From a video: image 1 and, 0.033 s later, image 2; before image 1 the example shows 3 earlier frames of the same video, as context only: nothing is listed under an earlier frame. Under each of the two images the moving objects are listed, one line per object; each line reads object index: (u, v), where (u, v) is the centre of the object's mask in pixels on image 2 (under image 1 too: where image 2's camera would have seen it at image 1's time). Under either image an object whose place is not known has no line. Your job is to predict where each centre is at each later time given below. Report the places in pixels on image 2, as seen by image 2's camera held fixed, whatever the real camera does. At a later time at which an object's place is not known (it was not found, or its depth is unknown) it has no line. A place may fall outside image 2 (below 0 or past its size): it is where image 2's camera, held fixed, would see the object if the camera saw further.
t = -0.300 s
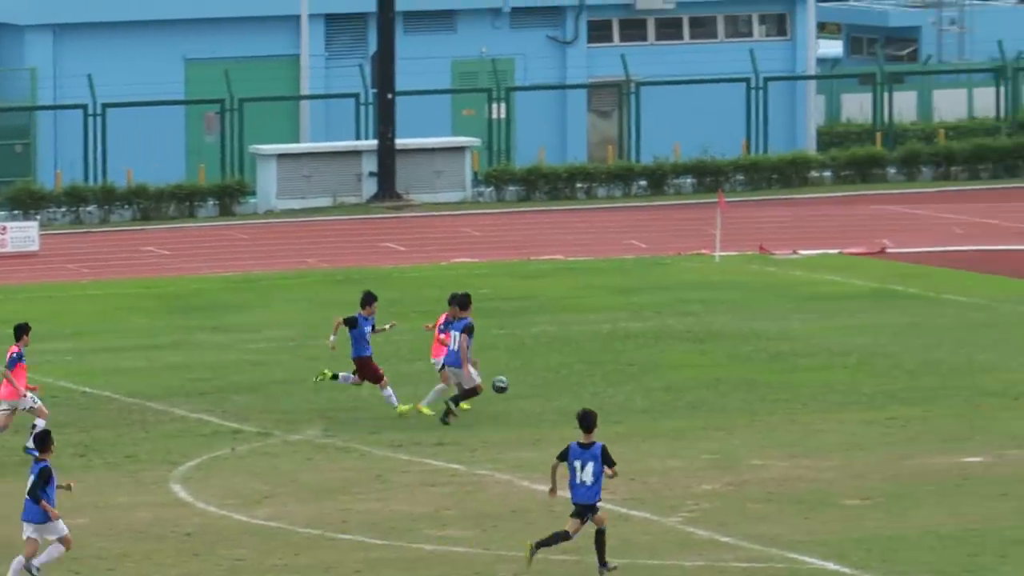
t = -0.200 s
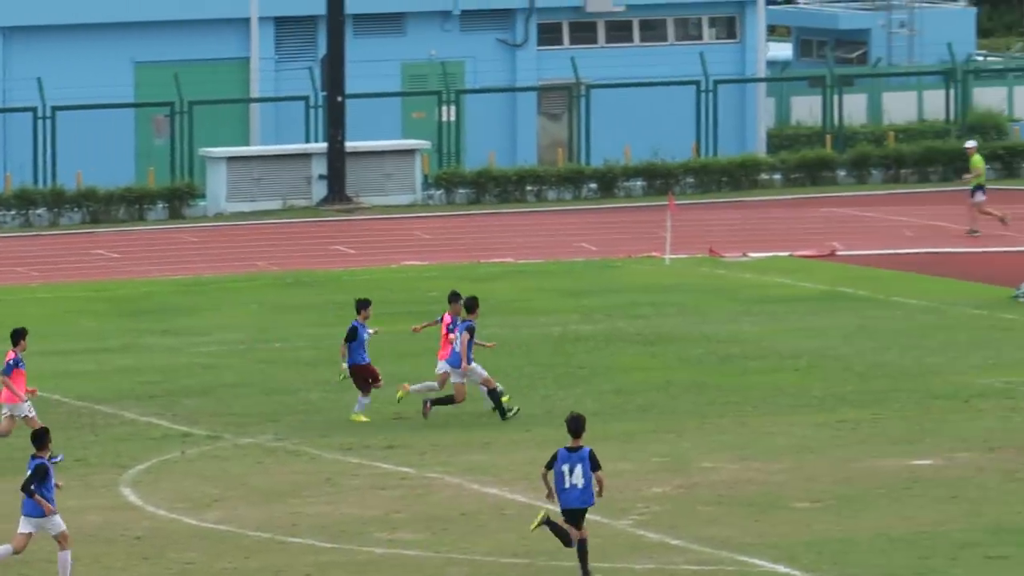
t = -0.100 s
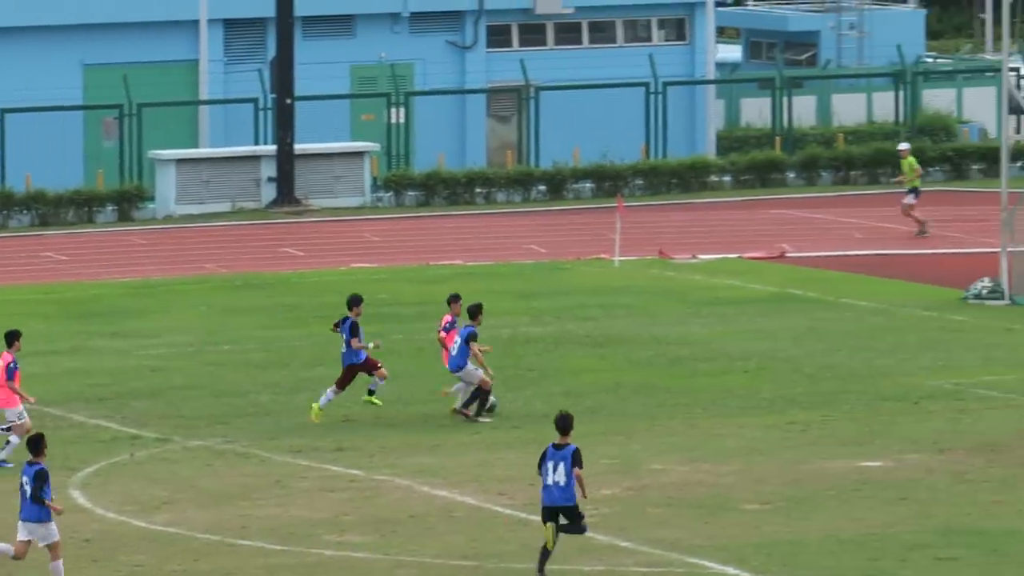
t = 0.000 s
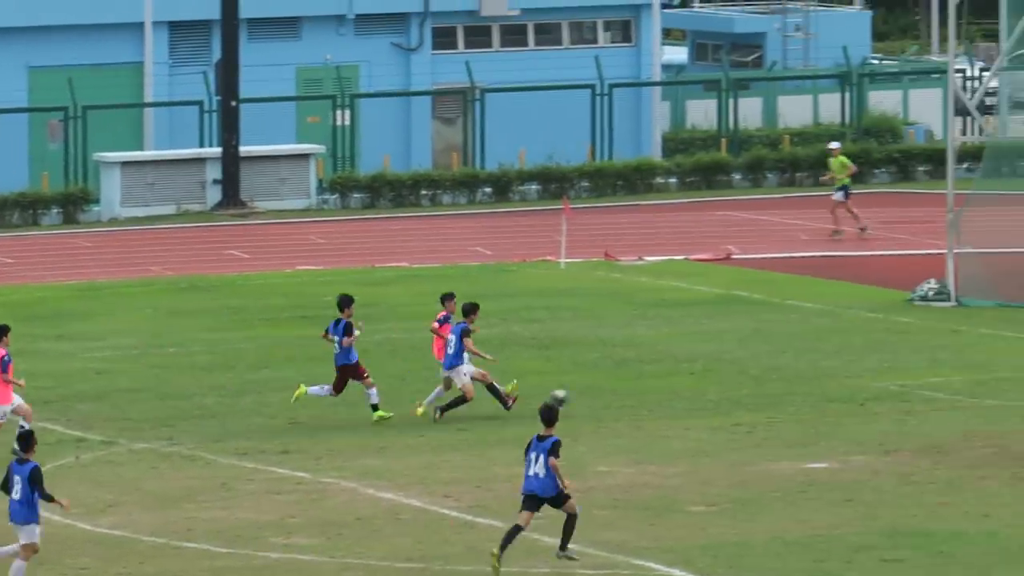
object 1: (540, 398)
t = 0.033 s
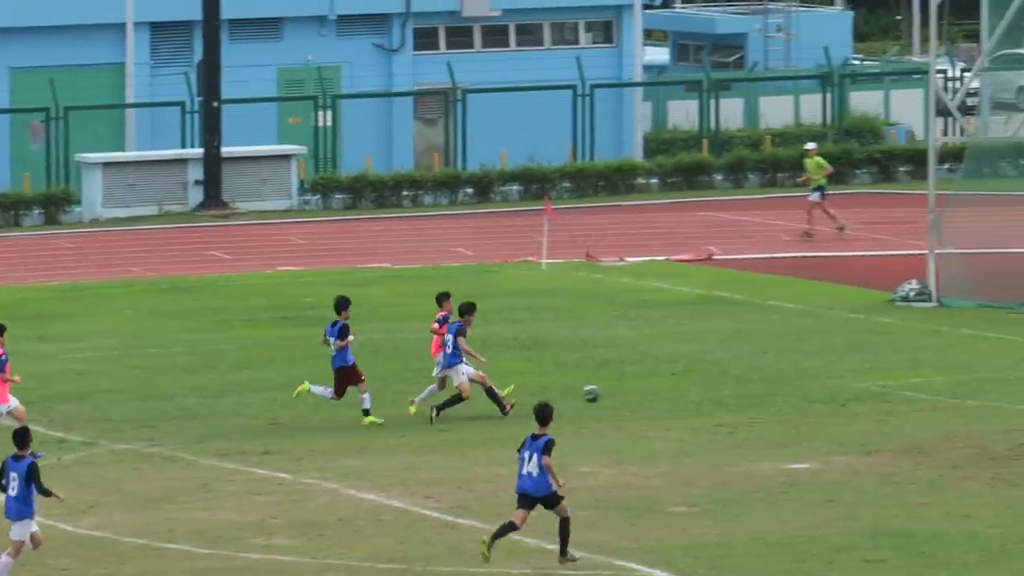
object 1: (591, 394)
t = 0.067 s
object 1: (643, 390)
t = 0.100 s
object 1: (692, 386)
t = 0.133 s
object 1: (743, 383)
